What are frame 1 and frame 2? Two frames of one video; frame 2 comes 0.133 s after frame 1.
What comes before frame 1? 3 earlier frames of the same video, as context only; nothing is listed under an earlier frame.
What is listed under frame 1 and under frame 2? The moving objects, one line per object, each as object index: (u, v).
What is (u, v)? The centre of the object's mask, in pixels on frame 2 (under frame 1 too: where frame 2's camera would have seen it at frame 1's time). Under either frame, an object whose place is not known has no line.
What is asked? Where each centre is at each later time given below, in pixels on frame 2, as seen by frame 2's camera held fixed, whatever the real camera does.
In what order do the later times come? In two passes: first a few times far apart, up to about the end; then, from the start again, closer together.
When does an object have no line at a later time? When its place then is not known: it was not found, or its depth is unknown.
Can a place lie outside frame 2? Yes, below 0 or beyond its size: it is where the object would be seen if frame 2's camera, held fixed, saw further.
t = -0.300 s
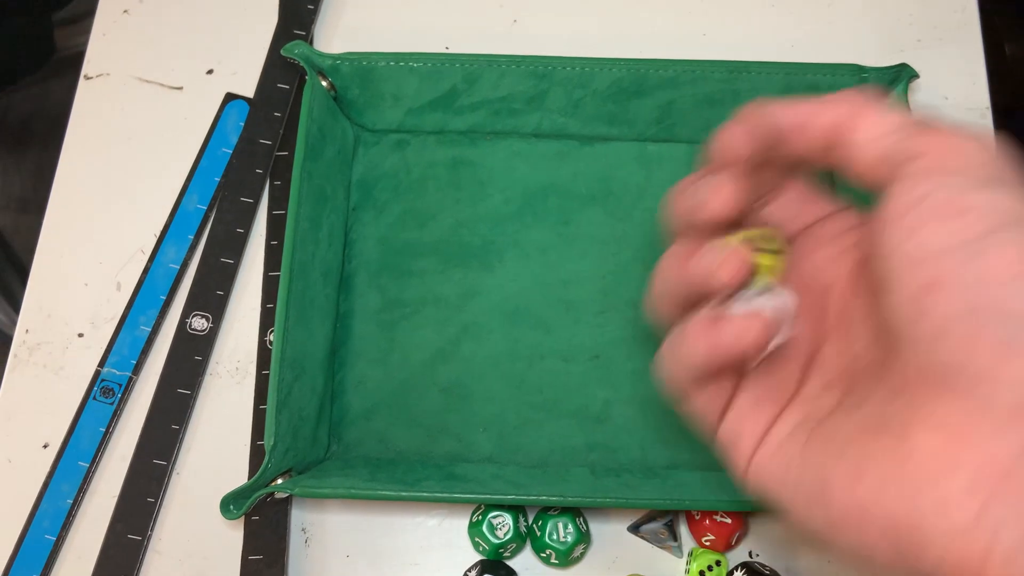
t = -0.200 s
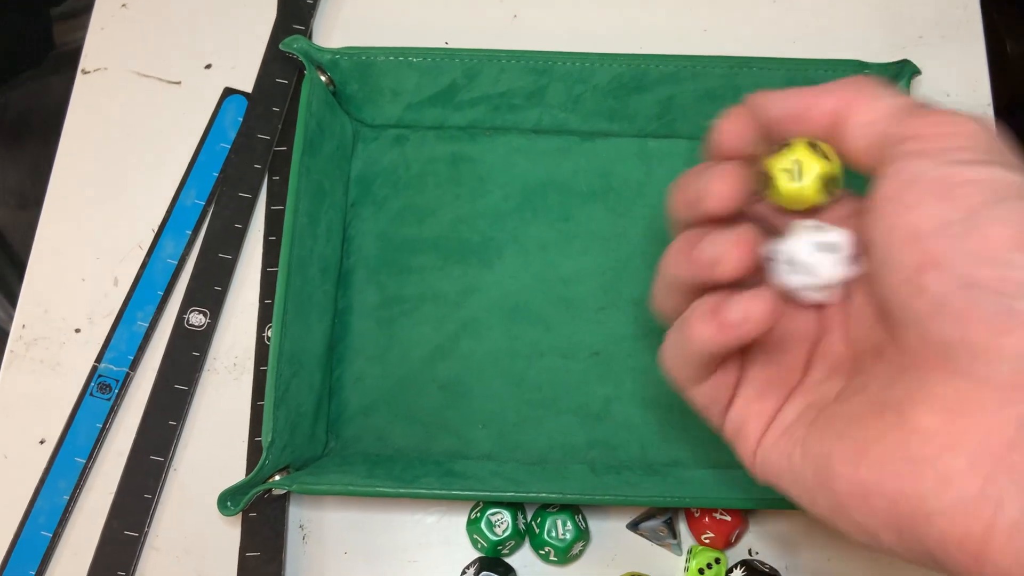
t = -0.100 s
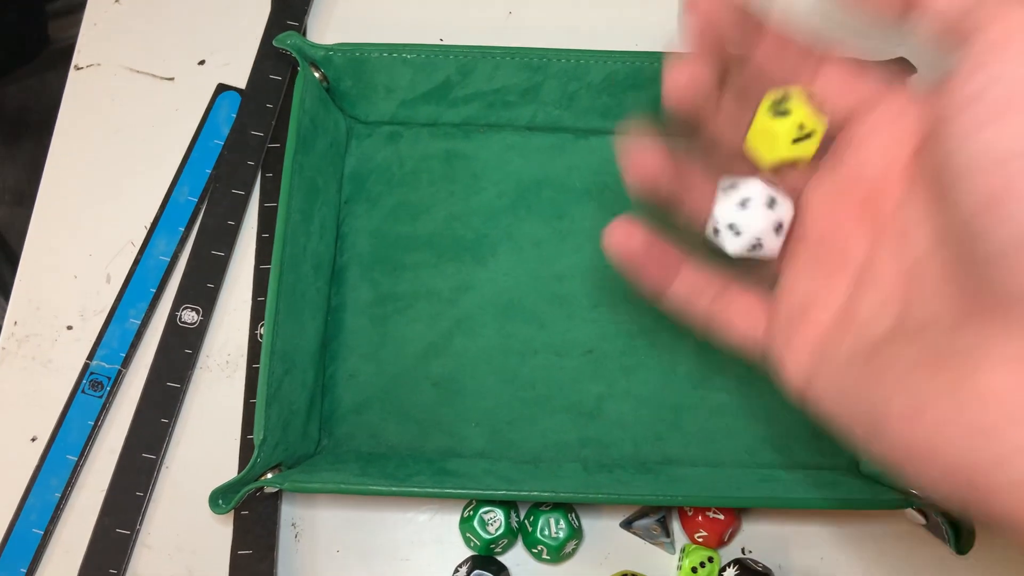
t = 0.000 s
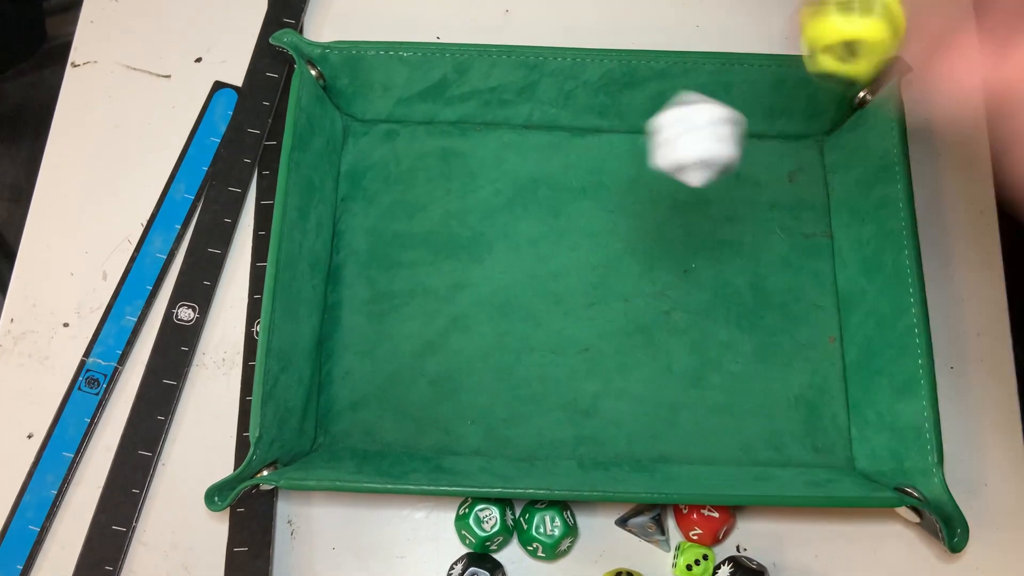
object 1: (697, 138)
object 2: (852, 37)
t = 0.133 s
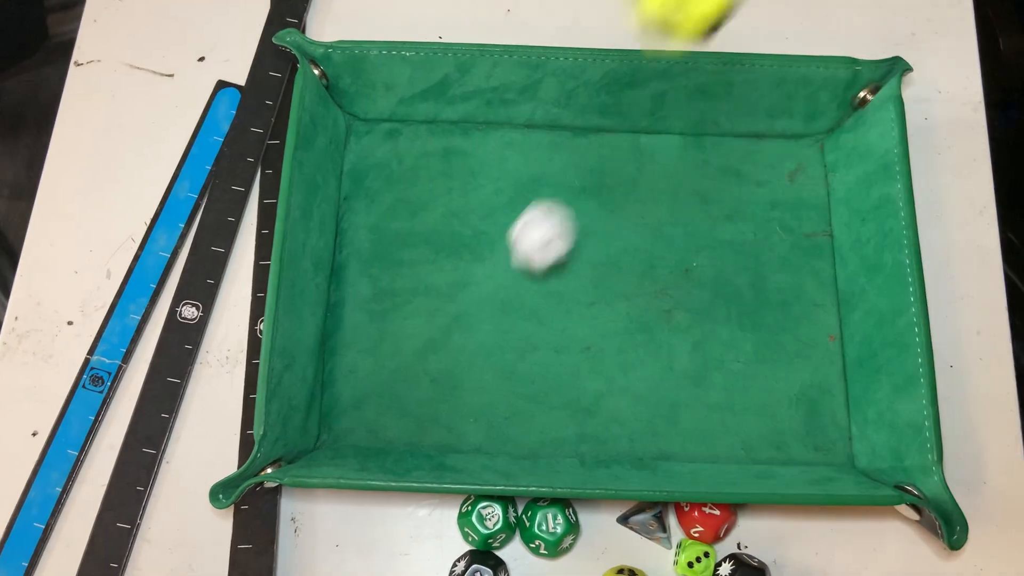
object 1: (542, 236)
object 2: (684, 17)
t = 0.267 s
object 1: (498, 300)
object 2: (480, 245)
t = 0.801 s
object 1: (616, 264)
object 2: (430, 421)
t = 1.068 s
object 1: (617, 264)
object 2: (423, 419)
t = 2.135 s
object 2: (425, 417)
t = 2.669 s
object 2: (421, 416)
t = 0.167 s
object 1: (525, 249)
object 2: (618, 65)
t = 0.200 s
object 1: (514, 249)
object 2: (562, 141)
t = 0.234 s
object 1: (500, 267)
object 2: (521, 212)
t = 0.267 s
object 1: (498, 300)
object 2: (480, 245)
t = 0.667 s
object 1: (597, 258)
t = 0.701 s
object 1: (607, 254)
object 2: (422, 405)
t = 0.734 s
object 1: (615, 256)
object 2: (427, 413)
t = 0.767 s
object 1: (618, 260)
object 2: (430, 419)
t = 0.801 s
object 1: (616, 264)
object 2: (430, 421)
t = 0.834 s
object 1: (616, 265)
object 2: (429, 418)
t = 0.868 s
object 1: (617, 263)
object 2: (427, 415)
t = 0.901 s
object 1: (617, 264)
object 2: (426, 416)
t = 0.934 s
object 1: (617, 264)
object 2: (424, 419)
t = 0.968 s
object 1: (617, 264)
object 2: (422, 420)
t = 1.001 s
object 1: (617, 264)
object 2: (423, 419)
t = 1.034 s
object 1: (617, 264)
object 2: (423, 420)
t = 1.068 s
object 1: (617, 264)
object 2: (423, 419)
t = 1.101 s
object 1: (617, 264)
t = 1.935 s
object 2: (425, 417)
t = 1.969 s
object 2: (425, 417)
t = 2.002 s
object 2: (425, 417)
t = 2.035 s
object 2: (424, 417)
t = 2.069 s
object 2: (424, 417)
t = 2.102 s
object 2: (425, 417)
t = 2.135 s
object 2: (425, 417)
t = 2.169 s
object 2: (425, 417)
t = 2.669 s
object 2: (421, 416)
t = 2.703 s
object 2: (421, 416)
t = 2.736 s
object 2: (422, 417)
